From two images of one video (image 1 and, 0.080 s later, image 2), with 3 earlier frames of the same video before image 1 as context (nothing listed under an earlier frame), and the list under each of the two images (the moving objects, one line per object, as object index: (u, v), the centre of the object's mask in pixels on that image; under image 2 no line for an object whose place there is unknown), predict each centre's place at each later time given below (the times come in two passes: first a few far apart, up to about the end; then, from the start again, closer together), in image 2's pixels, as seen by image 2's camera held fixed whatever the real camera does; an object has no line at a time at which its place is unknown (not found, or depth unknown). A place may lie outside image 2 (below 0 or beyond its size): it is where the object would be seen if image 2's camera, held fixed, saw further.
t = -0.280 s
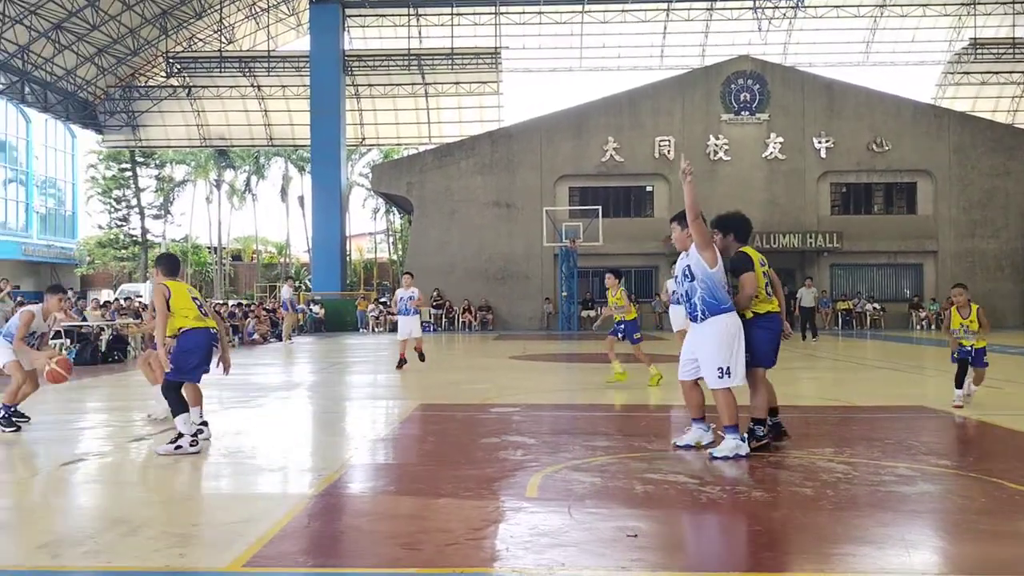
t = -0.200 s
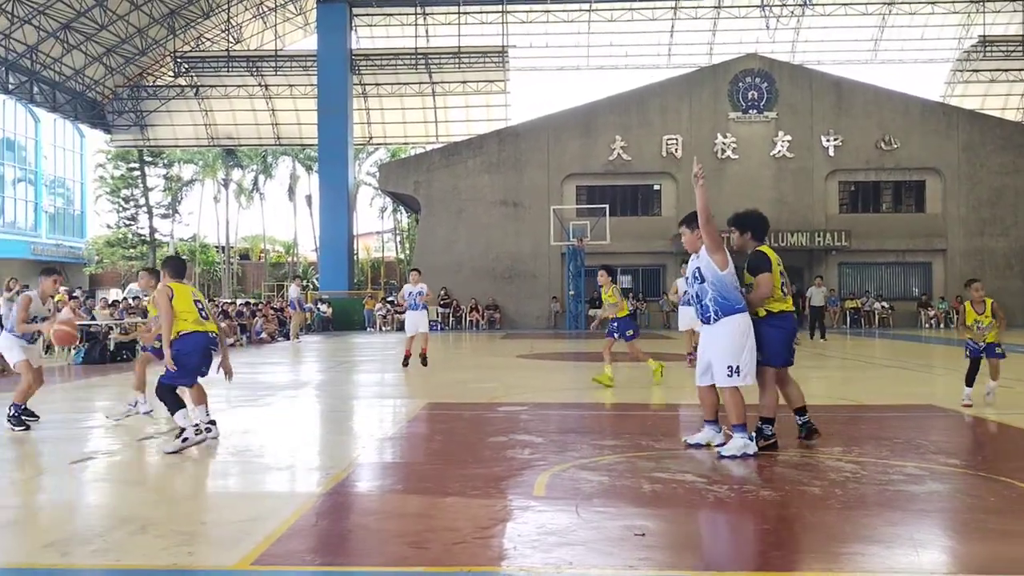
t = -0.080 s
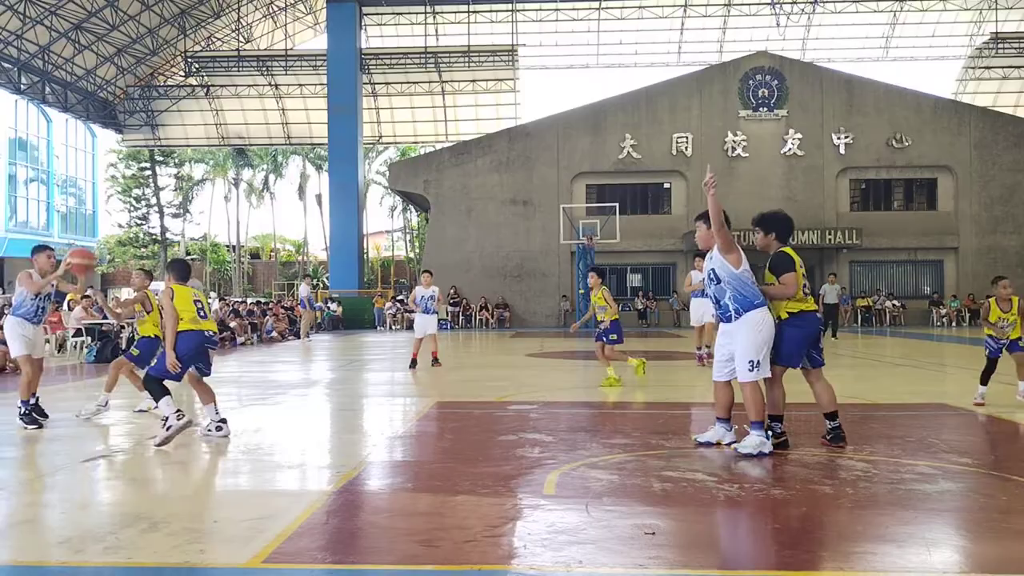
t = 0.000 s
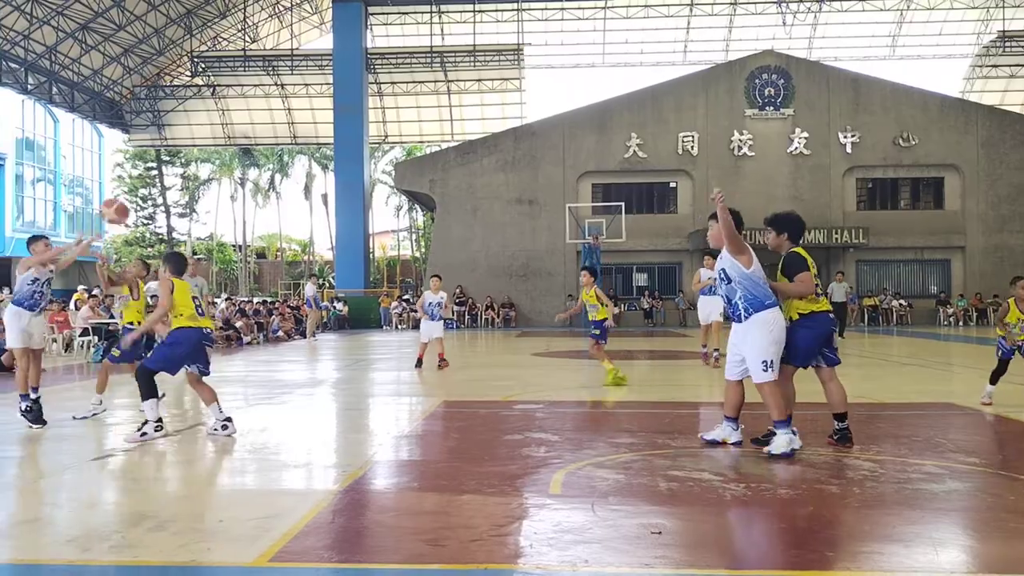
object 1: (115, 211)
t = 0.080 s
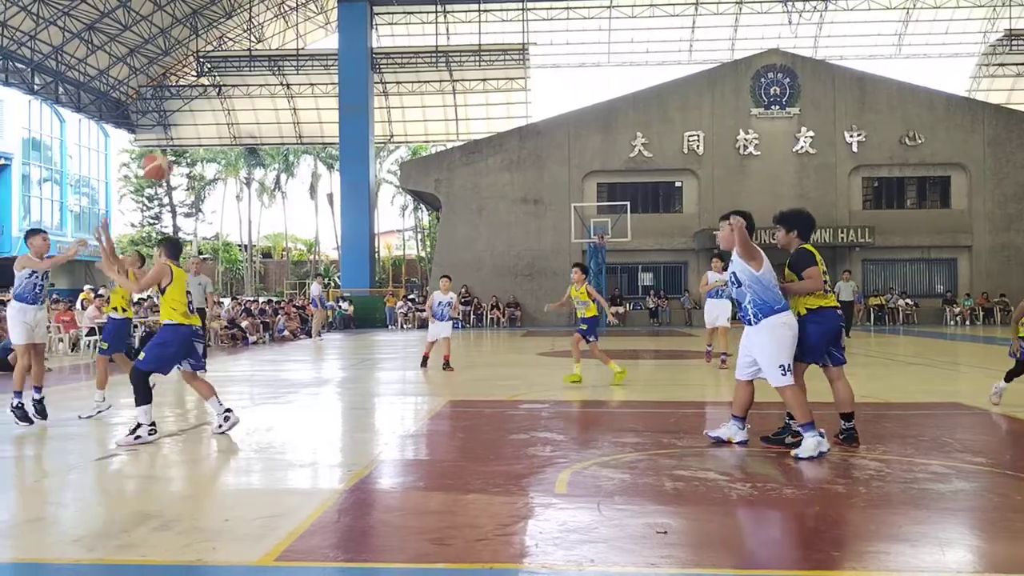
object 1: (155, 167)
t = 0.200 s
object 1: (211, 113)
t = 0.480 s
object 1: (350, 52)
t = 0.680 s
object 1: (457, 67)
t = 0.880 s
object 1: (572, 140)
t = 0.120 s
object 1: (175, 149)
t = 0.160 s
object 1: (193, 129)
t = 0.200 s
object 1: (211, 113)
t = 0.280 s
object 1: (251, 87)
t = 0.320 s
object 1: (270, 75)
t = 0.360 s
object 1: (289, 67)
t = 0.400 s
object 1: (309, 60)
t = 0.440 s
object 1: (330, 55)
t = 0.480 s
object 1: (350, 52)
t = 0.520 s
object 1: (371, 51)
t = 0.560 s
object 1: (393, 52)
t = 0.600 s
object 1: (414, 55)
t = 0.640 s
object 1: (436, 61)
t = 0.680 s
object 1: (457, 67)
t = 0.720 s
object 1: (481, 79)
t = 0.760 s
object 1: (502, 90)
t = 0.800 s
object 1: (525, 105)
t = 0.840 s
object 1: (550, 123)
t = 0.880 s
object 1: (572, 140)
